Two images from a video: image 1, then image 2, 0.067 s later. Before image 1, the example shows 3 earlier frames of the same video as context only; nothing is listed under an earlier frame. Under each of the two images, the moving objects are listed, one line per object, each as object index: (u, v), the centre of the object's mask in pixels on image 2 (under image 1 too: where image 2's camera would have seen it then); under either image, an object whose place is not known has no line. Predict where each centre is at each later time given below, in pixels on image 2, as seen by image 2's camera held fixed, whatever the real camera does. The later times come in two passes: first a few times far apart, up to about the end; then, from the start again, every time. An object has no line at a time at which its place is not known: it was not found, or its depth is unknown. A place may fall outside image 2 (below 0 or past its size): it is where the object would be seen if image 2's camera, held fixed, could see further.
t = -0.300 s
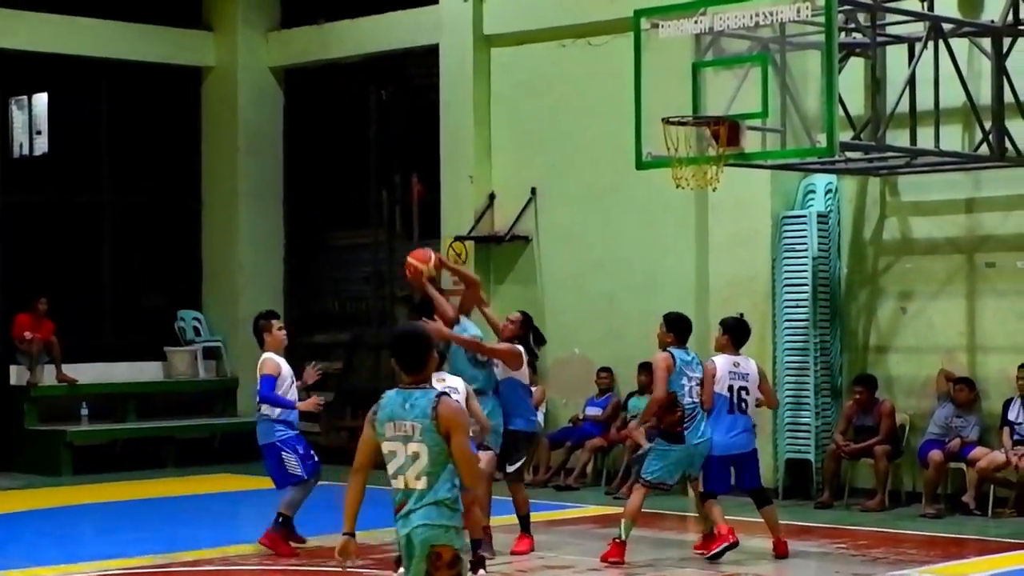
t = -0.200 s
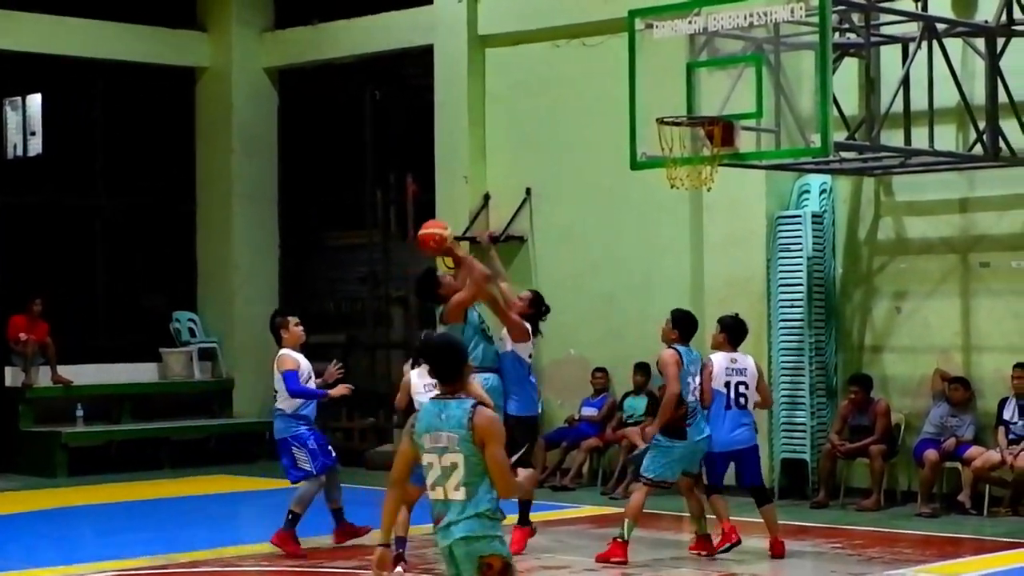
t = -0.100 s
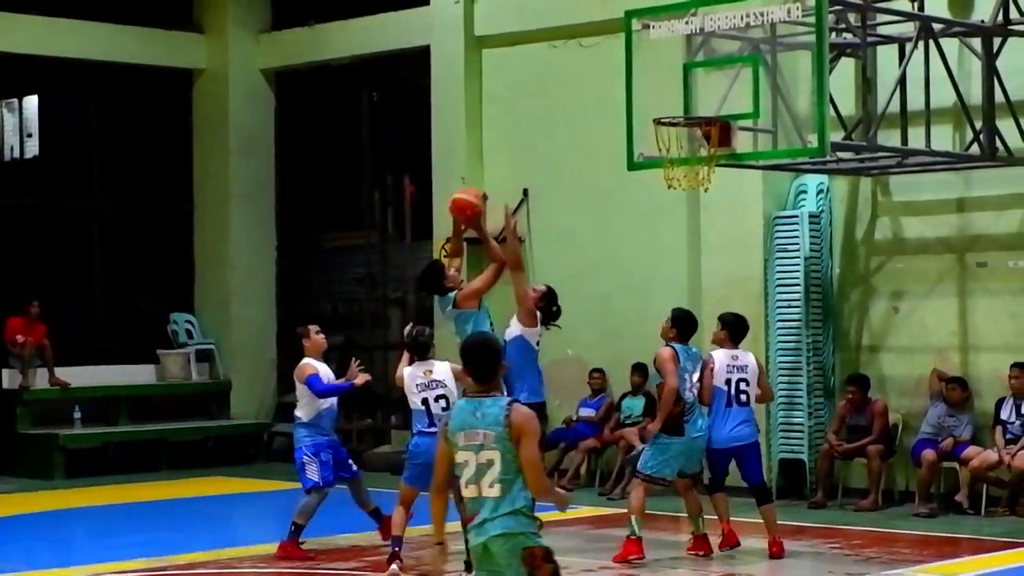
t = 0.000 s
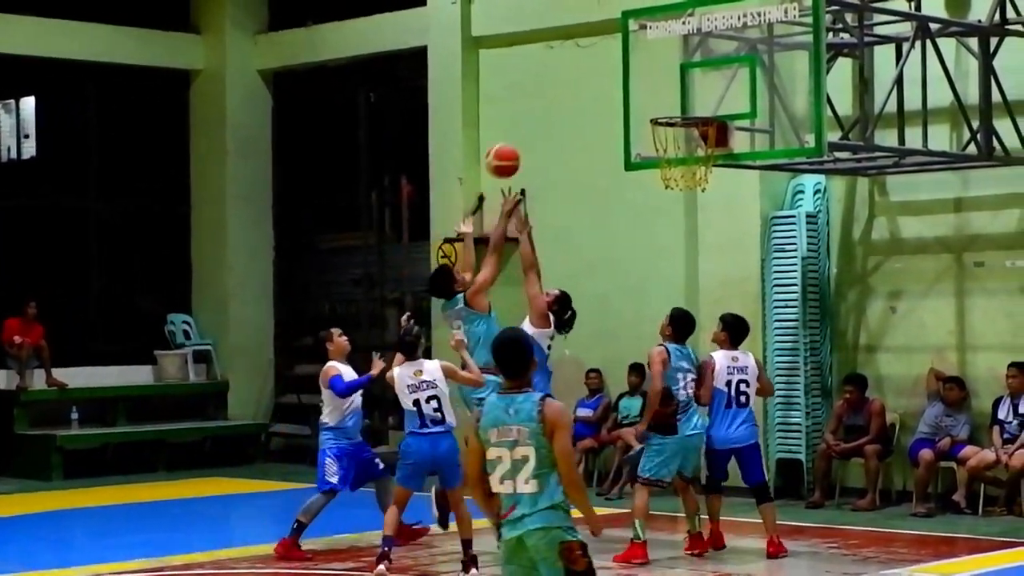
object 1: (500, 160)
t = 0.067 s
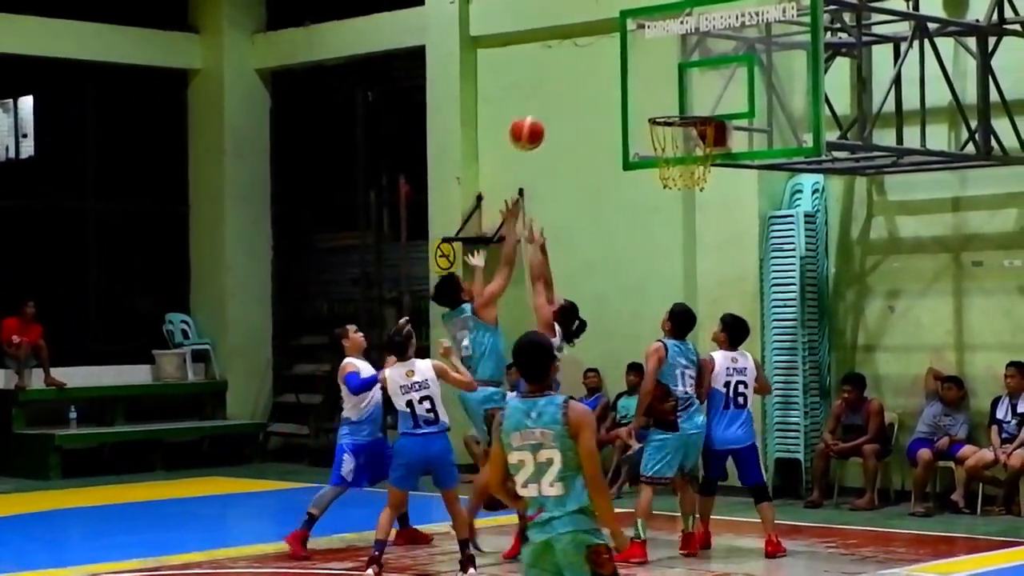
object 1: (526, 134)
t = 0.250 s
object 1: (595, 91)
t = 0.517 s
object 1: (688, 105)
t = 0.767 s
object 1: (708, 88)
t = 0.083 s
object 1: (533, 127)
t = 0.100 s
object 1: (540, 122)
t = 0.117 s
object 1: (546, 117)
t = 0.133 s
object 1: (552, 112)
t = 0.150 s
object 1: (558, 108)
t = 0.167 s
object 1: (564, 104)
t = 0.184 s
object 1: (571, 100)
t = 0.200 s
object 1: (577, 98)
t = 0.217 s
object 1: (583, 95)
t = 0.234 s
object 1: (589, 93)
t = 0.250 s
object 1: (595, 91)
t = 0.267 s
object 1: (602, 89)
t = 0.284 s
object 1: (607, 88)
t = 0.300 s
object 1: (614, 87)
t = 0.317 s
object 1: (620, 87)
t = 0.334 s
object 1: (626, 88)
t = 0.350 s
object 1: (632, 88)
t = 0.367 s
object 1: (638, 89)
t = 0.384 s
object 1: (645, 91)
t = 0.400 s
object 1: (651, 92)
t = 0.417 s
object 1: (656, 94)
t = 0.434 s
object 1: (662, 96)
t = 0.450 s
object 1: (668, 99)
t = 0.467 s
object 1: (674, 101)
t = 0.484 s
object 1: (680, 103)
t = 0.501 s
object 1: (686, 105)
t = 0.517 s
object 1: (688, 105)
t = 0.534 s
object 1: (690, 102)
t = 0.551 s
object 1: (691, 100)
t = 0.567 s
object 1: (692, 98)
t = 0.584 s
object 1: (694, 95)
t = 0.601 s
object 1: (695, 93)
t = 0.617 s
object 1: (696, 91)
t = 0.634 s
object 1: (698, 89)
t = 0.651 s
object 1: (699, 88)
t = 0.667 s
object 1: (700, 87)
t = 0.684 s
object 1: (702, 86)
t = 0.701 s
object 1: (703, 86)
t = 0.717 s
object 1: (705, 86)
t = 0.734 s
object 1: (705, 86)
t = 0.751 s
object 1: (706, 87)
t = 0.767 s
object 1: (708, 88)
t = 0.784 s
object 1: (709, 90)
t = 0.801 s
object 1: (711, 92)
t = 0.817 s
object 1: (713, 95)
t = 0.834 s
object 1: (714, 98)
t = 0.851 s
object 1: (715, 101)
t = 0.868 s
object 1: (717, 104)
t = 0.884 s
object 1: (719, 108)
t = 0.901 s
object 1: (721, 113)
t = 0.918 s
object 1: (721, 119)
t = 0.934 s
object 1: (723, 126)
